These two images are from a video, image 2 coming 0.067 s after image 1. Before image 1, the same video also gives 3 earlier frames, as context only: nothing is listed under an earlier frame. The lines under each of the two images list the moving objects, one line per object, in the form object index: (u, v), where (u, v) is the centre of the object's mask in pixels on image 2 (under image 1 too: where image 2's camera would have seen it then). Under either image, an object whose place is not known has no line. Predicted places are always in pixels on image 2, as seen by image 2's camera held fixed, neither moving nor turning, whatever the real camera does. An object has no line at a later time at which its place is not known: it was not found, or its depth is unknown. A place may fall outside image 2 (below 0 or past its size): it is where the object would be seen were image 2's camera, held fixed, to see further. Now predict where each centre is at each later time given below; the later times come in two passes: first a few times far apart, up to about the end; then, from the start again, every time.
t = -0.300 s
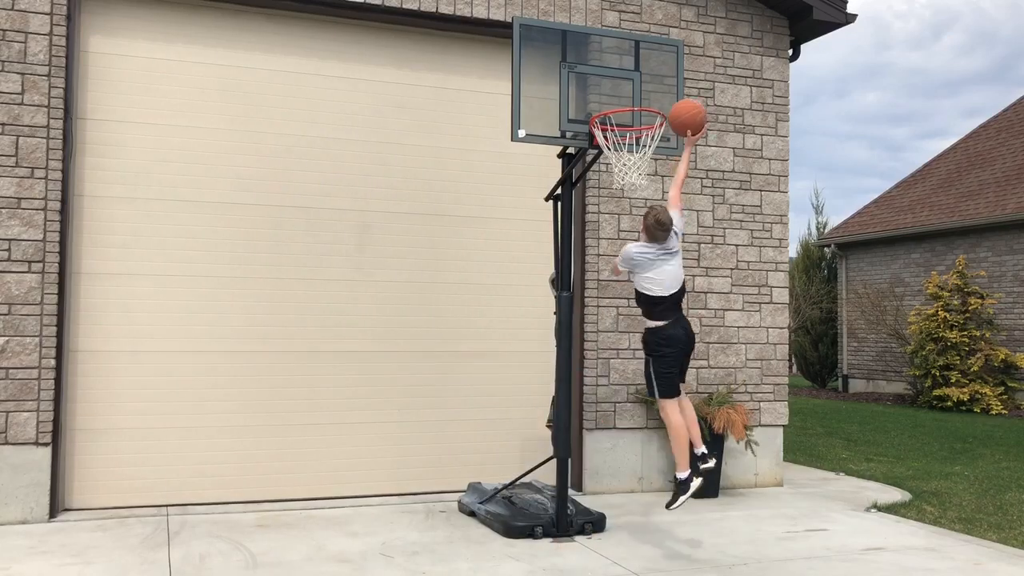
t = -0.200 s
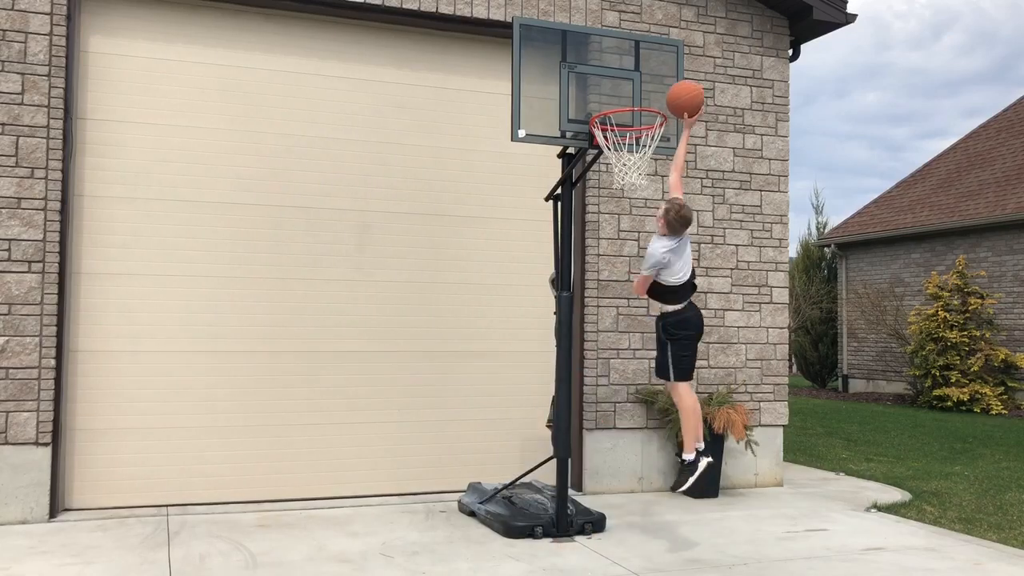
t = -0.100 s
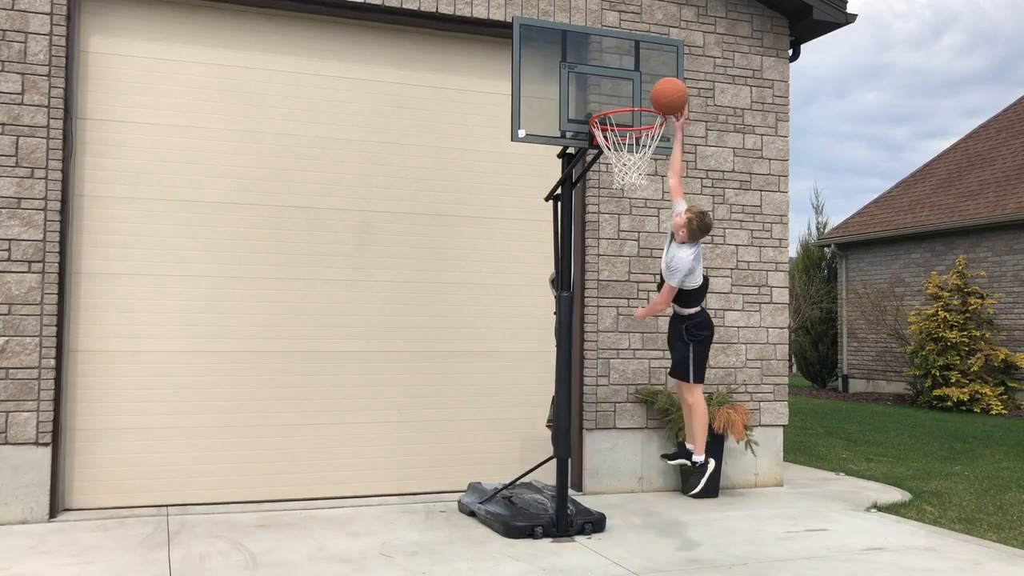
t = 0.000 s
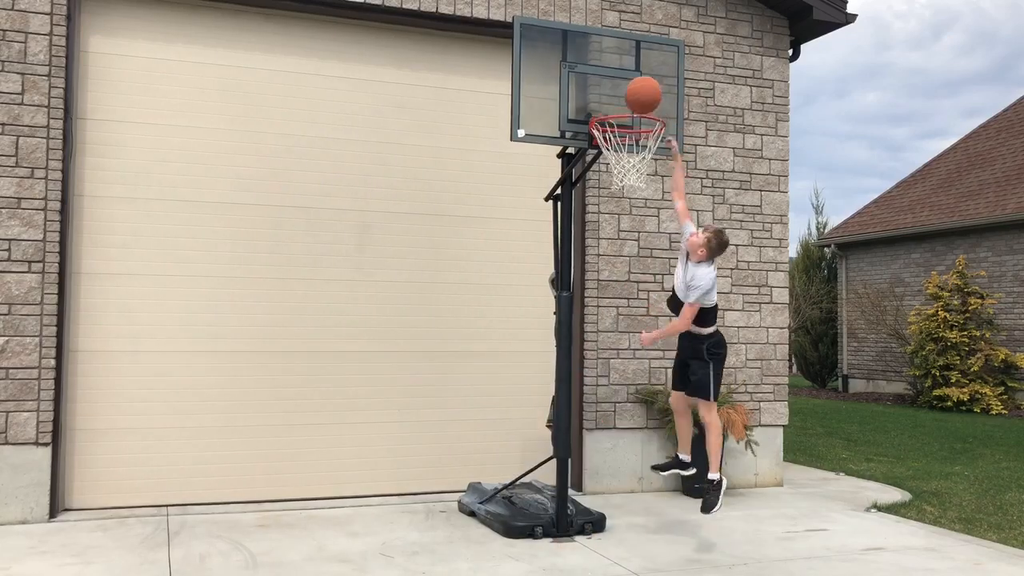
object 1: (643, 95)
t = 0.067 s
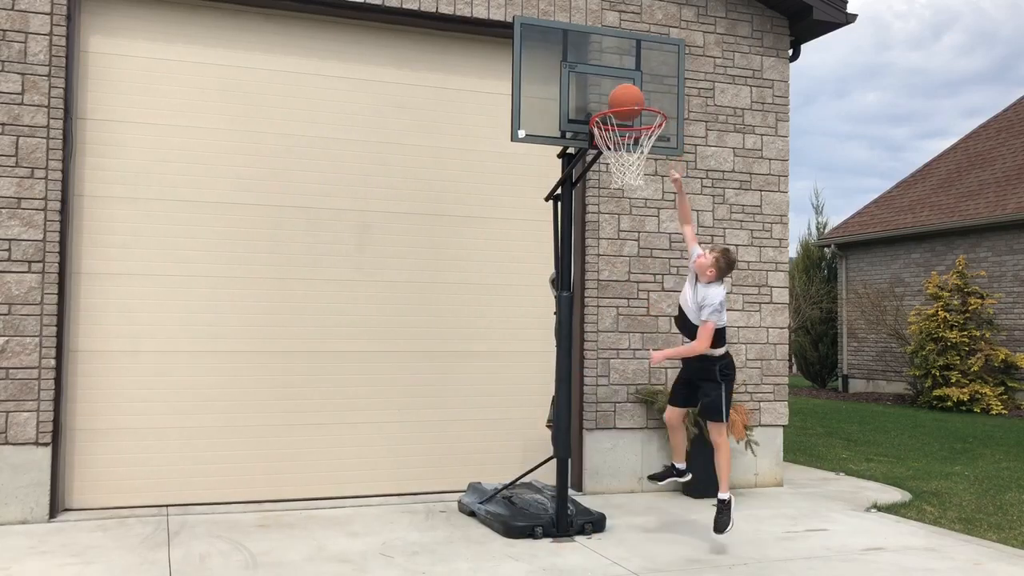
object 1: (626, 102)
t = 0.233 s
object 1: (630, 123)
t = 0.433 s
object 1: (661, 145)
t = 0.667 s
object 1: (633, 187)
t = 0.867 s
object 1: (606, 228)
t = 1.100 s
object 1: (572, 363)
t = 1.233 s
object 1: (554, 477)
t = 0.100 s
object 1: (618, 108)
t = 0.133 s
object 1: (610, 114)
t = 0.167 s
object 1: (615, 118)
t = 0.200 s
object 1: (623, 119)
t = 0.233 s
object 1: (630, 123)
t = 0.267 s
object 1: (636, 129)
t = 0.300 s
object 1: (645, 134)
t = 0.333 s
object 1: (652, 141)
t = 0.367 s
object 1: (656, 144)
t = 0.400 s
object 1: (658, 144)
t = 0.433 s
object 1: (661, 145)
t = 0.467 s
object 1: (663, 145)
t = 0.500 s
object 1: (661, 146)
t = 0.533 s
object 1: (656, 149)
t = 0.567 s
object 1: (654, 151)
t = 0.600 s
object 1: (649, 154)
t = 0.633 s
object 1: (641, 163)
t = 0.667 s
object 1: (633, 187)
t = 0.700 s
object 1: (630, 189)
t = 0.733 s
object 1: (625, 193)
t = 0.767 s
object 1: (620, 197)
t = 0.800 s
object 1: (616, 204)
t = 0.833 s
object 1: (611, 215)
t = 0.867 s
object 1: (606, 228)
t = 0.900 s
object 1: (601, 242)
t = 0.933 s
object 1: (596, 259)
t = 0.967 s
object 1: (591, 276)
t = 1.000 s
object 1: (586, 295)
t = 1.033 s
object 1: (582, 316)
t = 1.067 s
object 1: (577, 339)
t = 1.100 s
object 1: (572, 363)
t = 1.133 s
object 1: (568, 389)
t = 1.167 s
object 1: (563, 417)
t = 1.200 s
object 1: (559, 446)
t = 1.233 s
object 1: (554, 477)
